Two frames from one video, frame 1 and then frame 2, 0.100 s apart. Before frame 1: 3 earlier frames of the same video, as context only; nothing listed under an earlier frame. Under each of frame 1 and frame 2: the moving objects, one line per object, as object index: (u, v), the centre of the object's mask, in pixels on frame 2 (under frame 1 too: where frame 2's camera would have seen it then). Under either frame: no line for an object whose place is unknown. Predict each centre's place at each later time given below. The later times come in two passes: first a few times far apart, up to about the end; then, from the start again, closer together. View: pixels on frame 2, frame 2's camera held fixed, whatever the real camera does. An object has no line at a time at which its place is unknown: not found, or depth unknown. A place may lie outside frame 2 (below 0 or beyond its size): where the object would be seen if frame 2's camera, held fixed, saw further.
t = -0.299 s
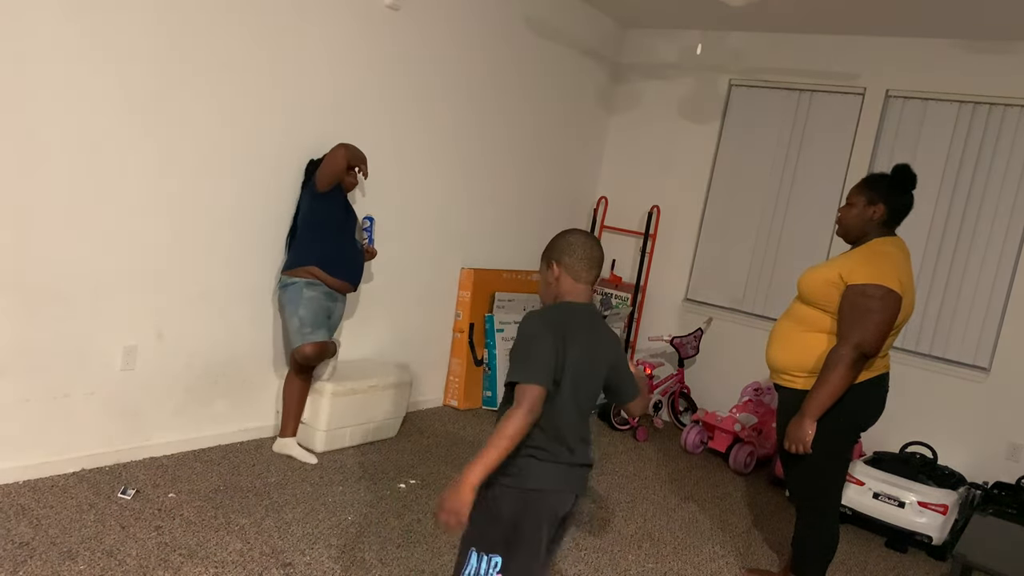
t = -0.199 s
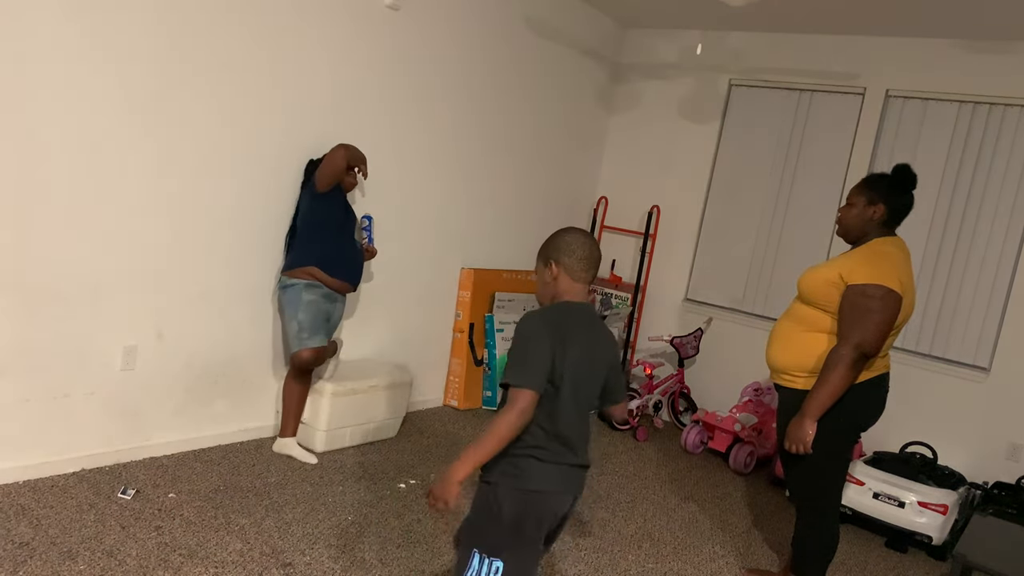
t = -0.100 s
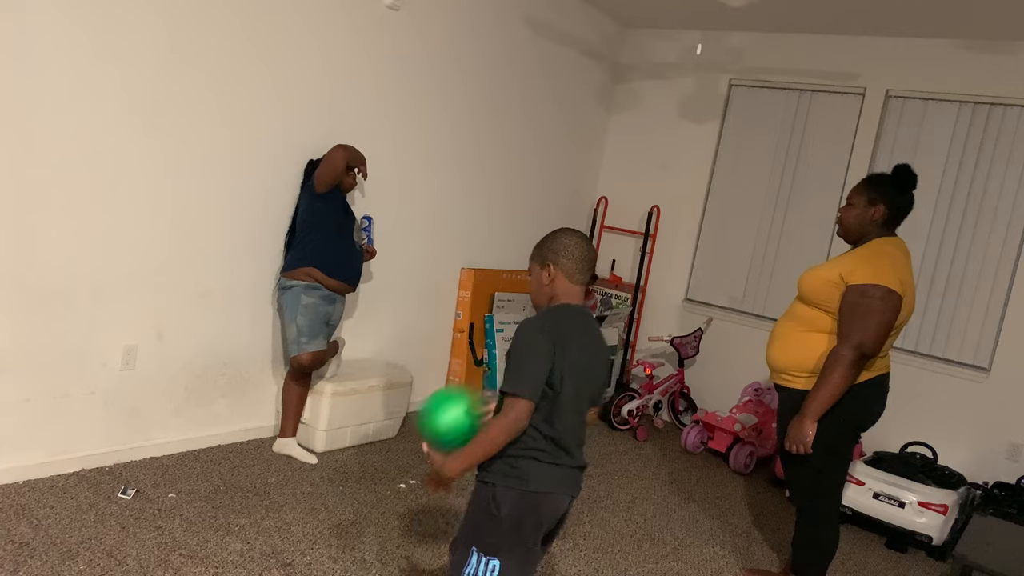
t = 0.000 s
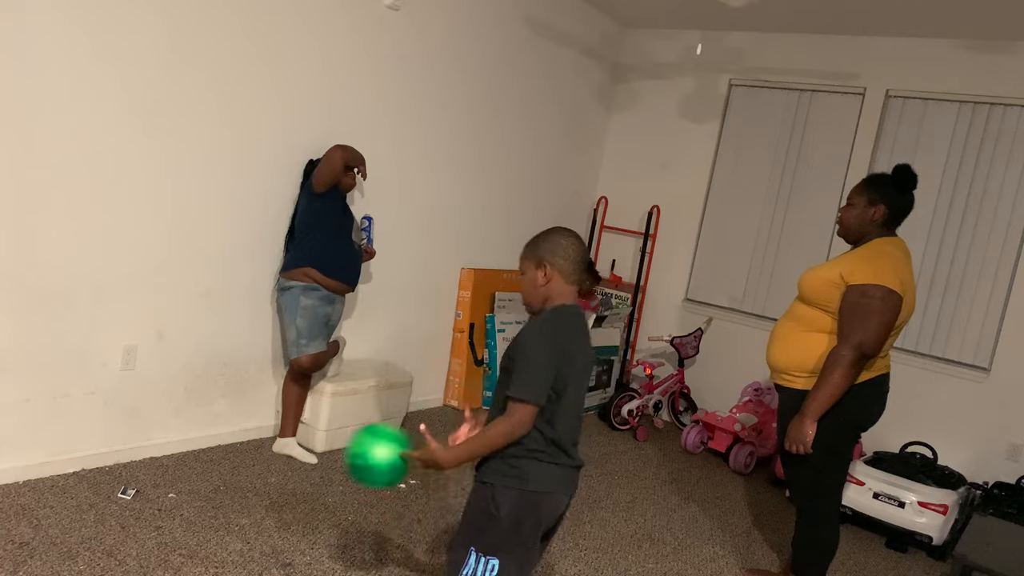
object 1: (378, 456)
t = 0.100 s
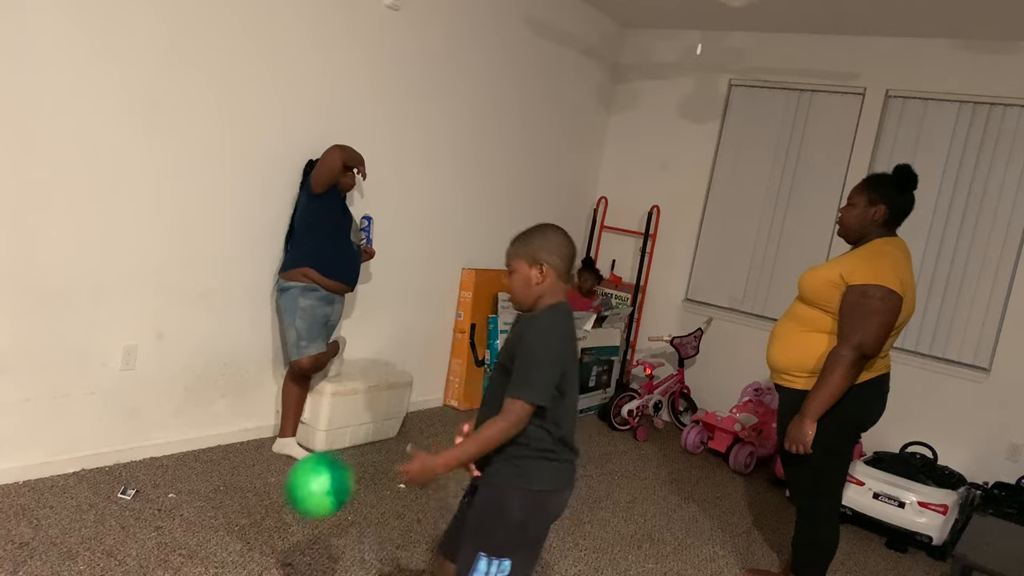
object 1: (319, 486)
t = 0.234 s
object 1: (241, 556)
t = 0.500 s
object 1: (154, 480)
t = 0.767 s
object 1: (78, 475)
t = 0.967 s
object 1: (24, 528)
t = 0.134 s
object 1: (297, 502)
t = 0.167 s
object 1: (278, 522)
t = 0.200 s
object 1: (258, 543)
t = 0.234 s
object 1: (241, 556)
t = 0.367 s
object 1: (183, 556)
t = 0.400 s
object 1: (175, 541)
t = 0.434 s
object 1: (168, 518)
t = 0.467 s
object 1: (161, 497)
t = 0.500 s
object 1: (154, 480)
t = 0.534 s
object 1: (146, 468)
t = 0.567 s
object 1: (137, 458)
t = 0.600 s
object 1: (128, 452)
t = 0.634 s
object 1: (119, 449)
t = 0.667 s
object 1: (109, 450)
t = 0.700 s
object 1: (99, 455)
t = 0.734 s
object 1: (89, 463)
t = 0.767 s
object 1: (78, 475)
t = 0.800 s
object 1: (67, 490)
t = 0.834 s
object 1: (57, 507)
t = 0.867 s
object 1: (46, 529)
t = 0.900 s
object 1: (37, 549)
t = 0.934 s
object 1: (30, 550)
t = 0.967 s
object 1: (24, 528)
